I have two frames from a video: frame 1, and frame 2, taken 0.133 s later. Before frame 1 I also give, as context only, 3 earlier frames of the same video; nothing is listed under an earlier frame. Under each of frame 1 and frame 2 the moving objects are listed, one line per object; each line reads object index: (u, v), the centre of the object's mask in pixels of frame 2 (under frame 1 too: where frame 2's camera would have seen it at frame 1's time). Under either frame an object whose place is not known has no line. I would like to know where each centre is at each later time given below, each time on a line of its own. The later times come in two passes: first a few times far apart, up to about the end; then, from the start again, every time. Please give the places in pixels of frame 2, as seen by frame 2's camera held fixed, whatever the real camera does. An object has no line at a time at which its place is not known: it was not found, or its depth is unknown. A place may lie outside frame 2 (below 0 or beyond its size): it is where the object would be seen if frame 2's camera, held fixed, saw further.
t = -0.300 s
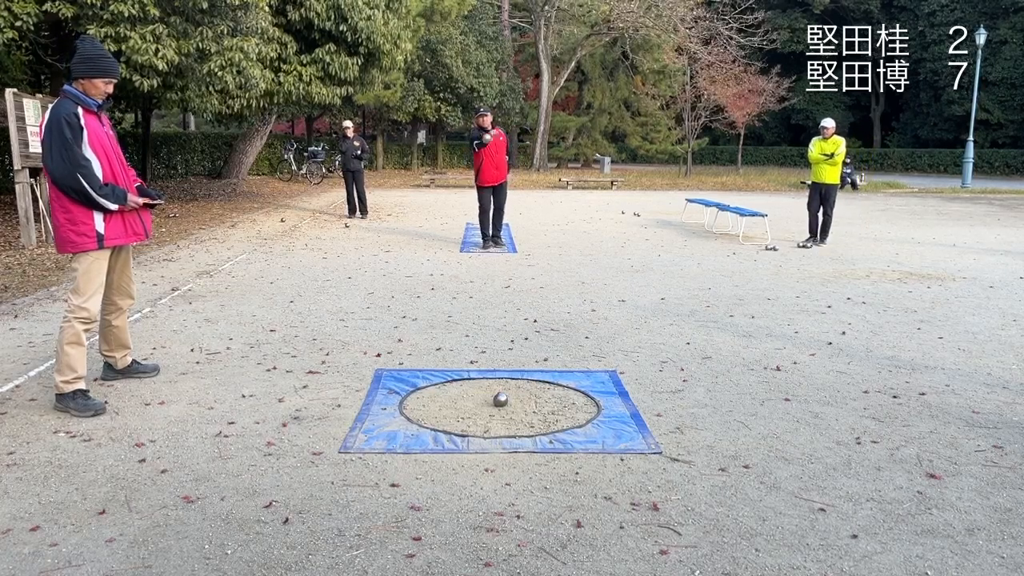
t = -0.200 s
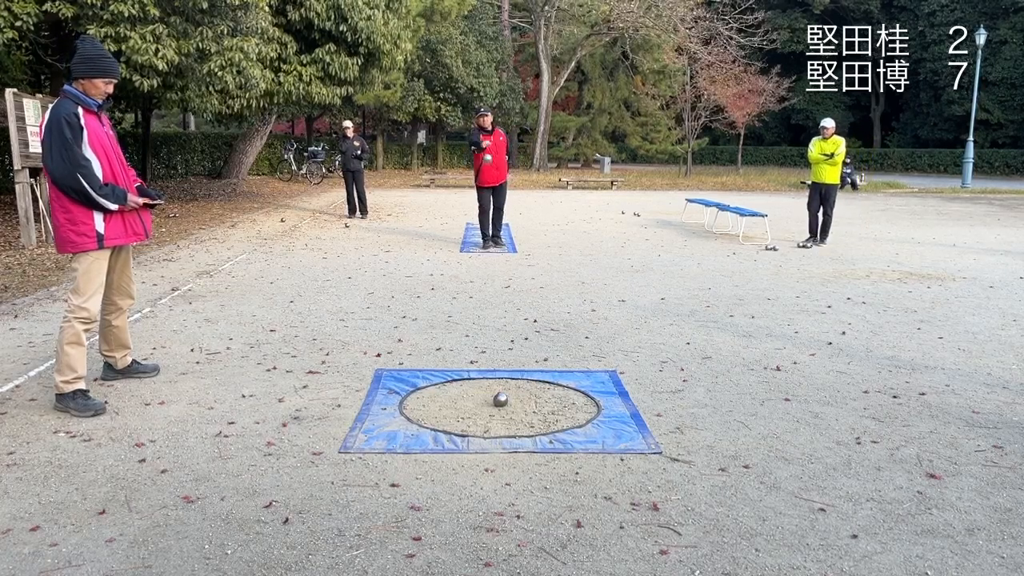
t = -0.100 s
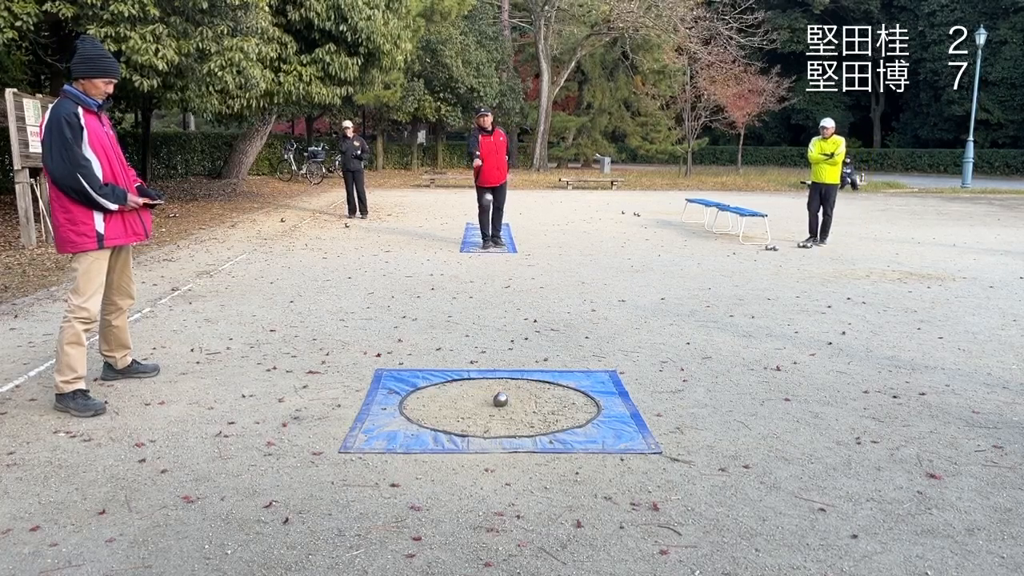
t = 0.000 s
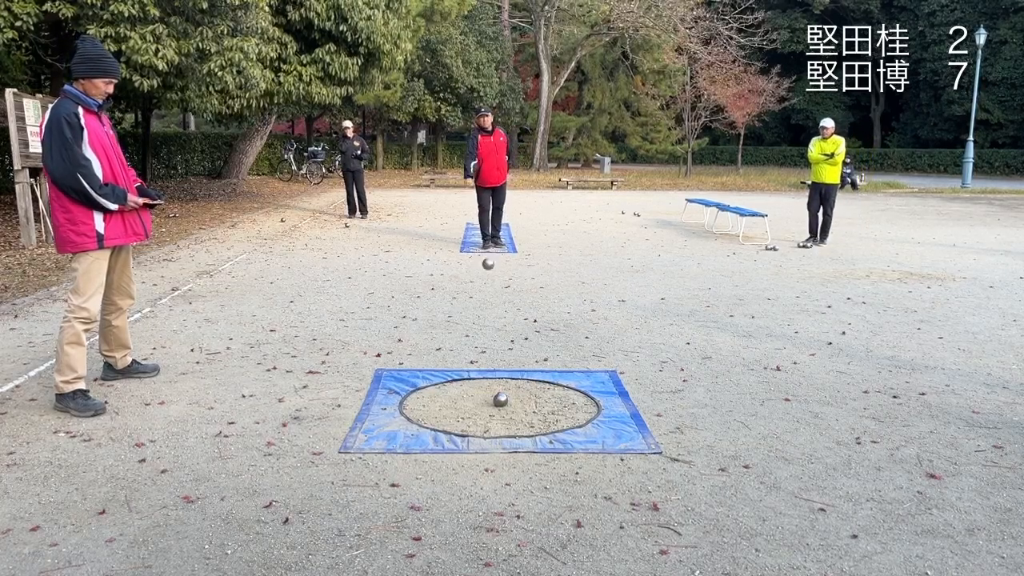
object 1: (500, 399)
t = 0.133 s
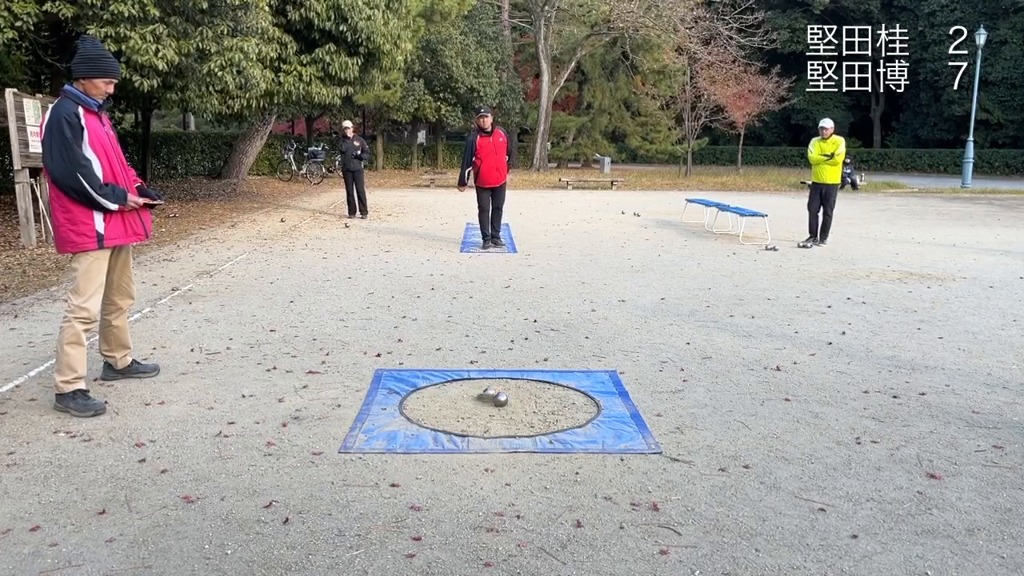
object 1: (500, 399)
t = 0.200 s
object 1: (510, 401)
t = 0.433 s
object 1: (542, 417)
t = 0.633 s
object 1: (562, 427)
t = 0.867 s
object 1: (585, 437)
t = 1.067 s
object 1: (603, 446)
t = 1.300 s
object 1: (622, 455)
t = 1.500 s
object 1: (637, 460)
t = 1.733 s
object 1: (652, 465)
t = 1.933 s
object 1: (662, 468)
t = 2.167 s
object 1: (674, 471)
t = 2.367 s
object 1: (683, 472)
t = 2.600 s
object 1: (682, 472)
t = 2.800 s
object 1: (679, 471)
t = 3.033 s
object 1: (673, 471)
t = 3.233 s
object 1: (672, 471)
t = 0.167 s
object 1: (504, 400)
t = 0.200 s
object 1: (510, 401)
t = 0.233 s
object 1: (515, 404)
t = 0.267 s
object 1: (520, 406)
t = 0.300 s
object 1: (524, 407)
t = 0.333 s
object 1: (529, 410)
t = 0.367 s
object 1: (533, 413)
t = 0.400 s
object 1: (537, 415)
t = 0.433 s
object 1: (542, 417)
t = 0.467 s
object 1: (546, 418)
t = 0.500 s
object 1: (549, 419)
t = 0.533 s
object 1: (553, 421)
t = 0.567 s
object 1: (556, 422)
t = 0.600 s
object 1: (559, 424)
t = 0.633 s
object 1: (562, 427)
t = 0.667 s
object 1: (566, 428)
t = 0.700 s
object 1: (569, 430)
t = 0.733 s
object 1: (572, 432)
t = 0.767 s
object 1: (576, 433)
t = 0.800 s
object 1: (579, 435)
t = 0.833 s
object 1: (582, 436)
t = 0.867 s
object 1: (585, 437)
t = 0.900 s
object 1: (588, 439)
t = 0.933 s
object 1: (591, 440)
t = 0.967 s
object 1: (594, 442)
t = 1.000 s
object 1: (597, 443)
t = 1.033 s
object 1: (600, 444)
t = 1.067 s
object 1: (603, 446)
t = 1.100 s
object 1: (606, 448)
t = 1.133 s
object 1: (609, 449)
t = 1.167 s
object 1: (612, 450)
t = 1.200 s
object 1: (615, 451)
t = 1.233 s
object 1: (617, 452)
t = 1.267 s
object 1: (620, 453)
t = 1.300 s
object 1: (622, 455)
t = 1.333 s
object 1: (625, 456)
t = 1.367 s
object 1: (627, 457)
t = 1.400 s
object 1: (629, 458)
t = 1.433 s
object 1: (632, 459)
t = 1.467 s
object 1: (634, 459)
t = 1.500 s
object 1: (637, 460)
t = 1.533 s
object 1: (639, 461)
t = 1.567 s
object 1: (641, 462)
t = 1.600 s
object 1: (644, 463)
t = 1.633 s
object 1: (646, 463)
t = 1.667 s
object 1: (648, 464)
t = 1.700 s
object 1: (650, 464)
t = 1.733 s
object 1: (652, 465)
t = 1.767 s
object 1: (653, 466)
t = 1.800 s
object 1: (655, 467)
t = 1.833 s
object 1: (658, 467)
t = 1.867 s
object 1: (659, 468)
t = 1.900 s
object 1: (661, 468)
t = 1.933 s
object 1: (662, 468)
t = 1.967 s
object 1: (663, 469)
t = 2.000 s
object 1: (665, 469)
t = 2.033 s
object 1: (667, 470)
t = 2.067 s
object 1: (668, 470)
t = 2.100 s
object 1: (670, 470)
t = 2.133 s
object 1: (672, 471)
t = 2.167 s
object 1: (674, 471)
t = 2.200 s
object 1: (676, 471)
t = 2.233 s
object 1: (678, 471)
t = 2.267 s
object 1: (679, 471)
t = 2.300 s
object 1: (681, 471)
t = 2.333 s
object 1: (682, 471)
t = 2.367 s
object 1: (683, 472)
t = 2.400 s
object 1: (683, 472)
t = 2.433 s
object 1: (683, 472)
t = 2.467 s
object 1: (683, 472)
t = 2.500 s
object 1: (683, 472)
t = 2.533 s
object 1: (683, 472)
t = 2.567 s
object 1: (683, 472)
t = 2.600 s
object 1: (682, 472)
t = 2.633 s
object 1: (682, 472)
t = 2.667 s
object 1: (682, 472)
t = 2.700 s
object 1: (681, 471)
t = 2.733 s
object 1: (680, 471)
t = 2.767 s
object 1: (680, 471)
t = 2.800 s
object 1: (679, 471)
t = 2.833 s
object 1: (678, 471)
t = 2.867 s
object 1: (677, 471)
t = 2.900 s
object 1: (676, 471)
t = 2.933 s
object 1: (676, 471)
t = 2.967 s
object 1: (675, 471)
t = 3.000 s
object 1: (674, 471)
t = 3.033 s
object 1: (673, 471)
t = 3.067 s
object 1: (673, 471)
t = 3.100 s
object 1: (672, 471)
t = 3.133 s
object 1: (672, 471)
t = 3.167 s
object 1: (672, 471)
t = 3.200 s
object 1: (672, 471)
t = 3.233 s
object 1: (672, 471)
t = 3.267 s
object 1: (672, 471)
